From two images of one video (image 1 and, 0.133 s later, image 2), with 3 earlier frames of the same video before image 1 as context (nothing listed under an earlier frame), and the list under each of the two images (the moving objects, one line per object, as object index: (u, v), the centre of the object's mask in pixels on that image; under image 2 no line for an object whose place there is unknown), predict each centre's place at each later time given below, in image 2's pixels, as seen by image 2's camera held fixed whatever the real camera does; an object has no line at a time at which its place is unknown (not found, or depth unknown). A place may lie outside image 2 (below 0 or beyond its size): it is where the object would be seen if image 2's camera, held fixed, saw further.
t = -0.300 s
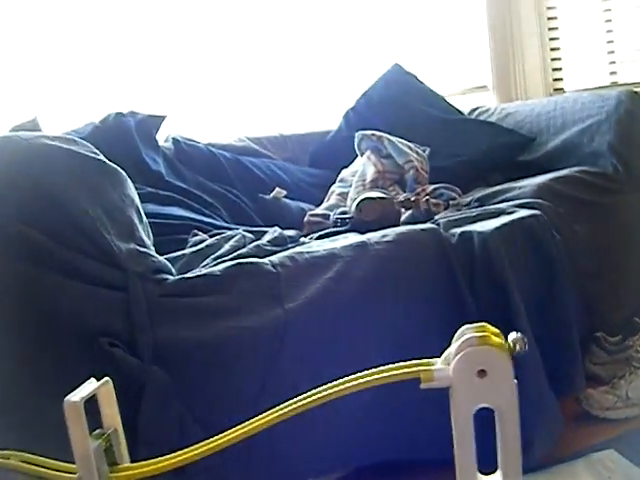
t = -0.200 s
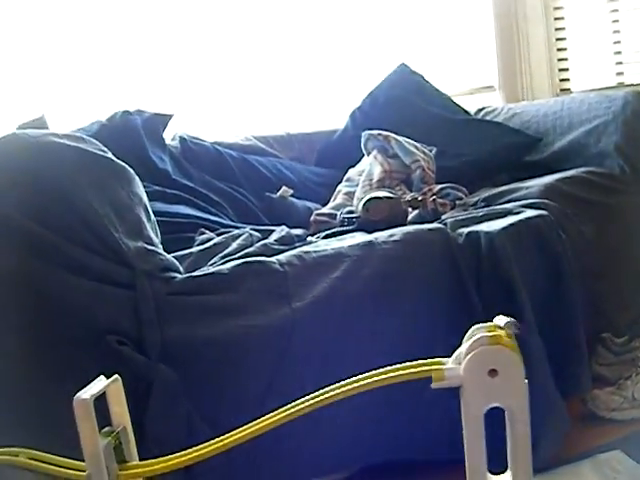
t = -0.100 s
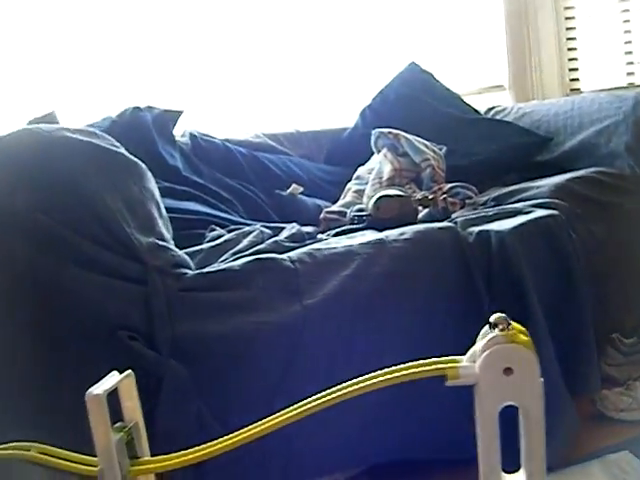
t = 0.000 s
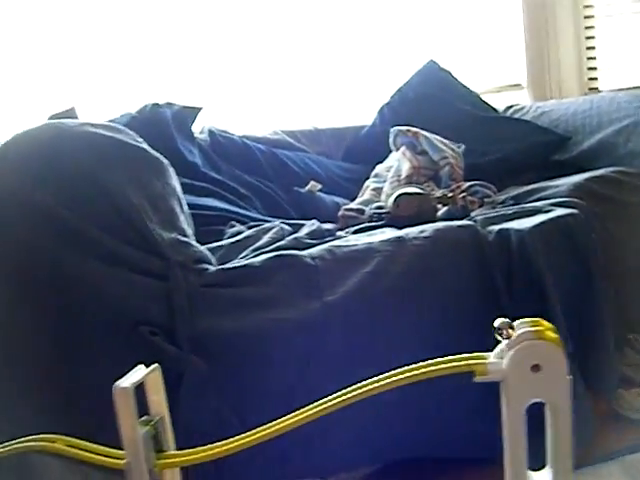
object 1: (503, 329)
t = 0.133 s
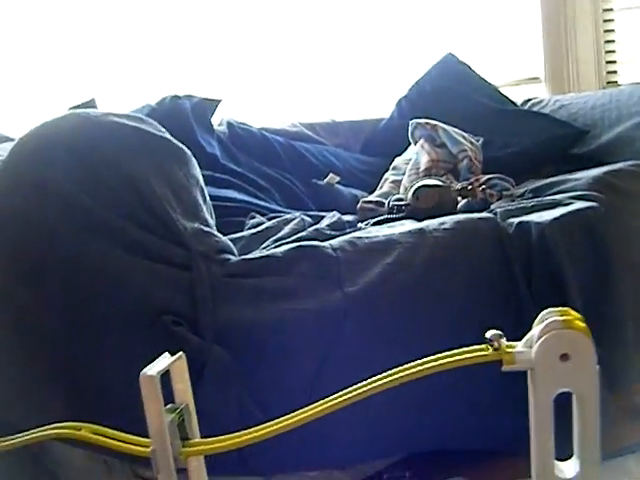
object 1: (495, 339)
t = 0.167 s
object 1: (486, 340)
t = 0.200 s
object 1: (475, 342)
